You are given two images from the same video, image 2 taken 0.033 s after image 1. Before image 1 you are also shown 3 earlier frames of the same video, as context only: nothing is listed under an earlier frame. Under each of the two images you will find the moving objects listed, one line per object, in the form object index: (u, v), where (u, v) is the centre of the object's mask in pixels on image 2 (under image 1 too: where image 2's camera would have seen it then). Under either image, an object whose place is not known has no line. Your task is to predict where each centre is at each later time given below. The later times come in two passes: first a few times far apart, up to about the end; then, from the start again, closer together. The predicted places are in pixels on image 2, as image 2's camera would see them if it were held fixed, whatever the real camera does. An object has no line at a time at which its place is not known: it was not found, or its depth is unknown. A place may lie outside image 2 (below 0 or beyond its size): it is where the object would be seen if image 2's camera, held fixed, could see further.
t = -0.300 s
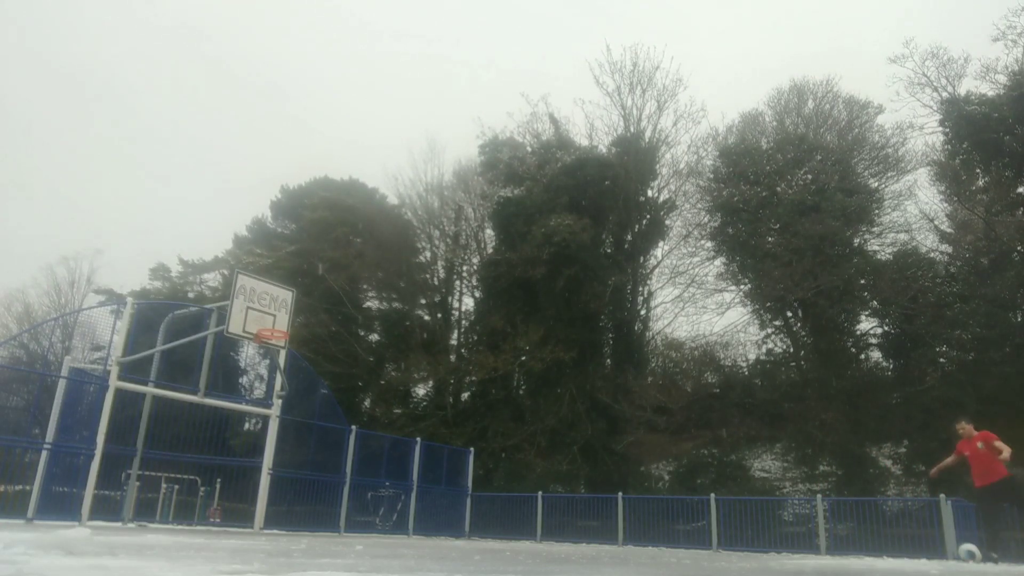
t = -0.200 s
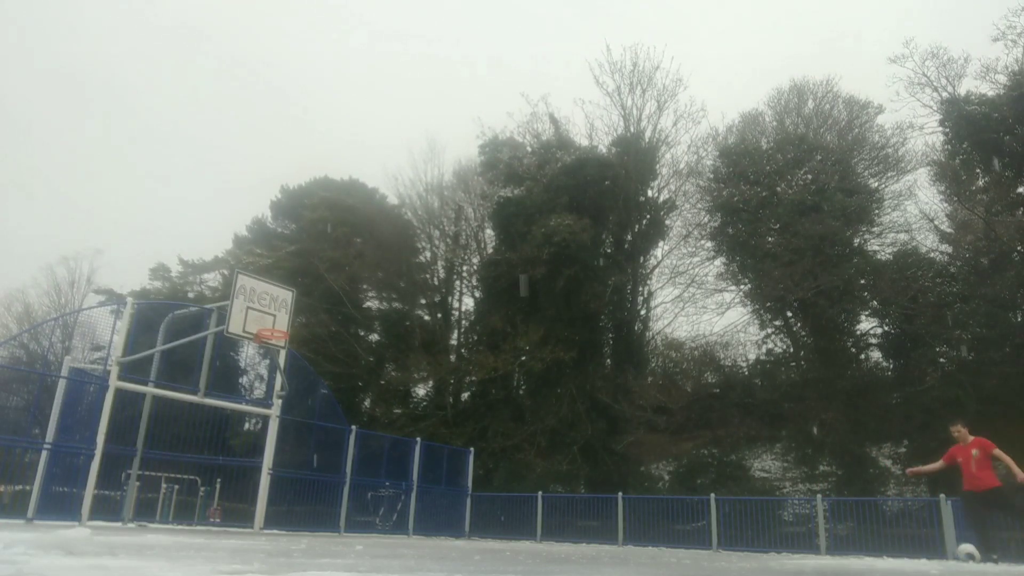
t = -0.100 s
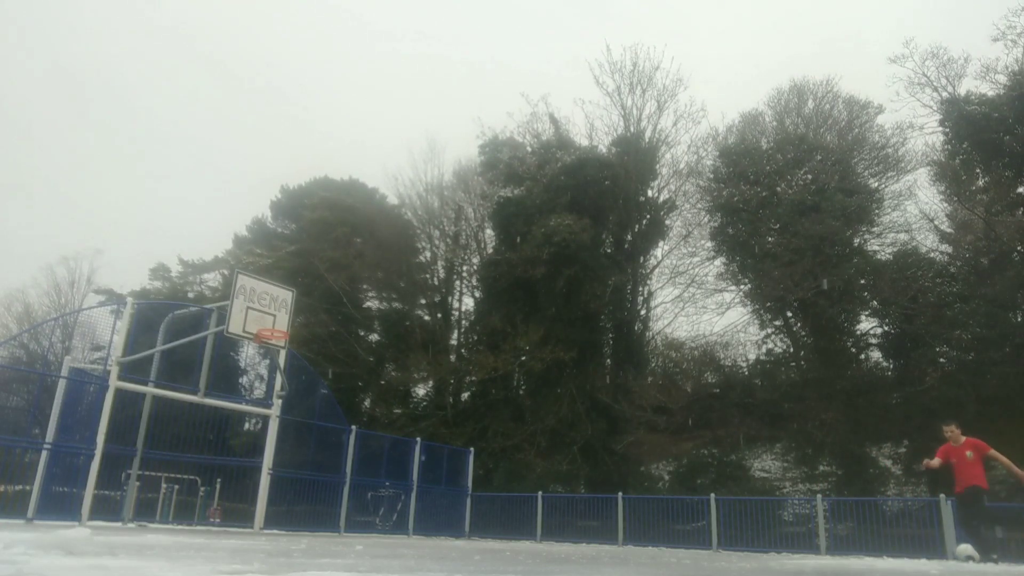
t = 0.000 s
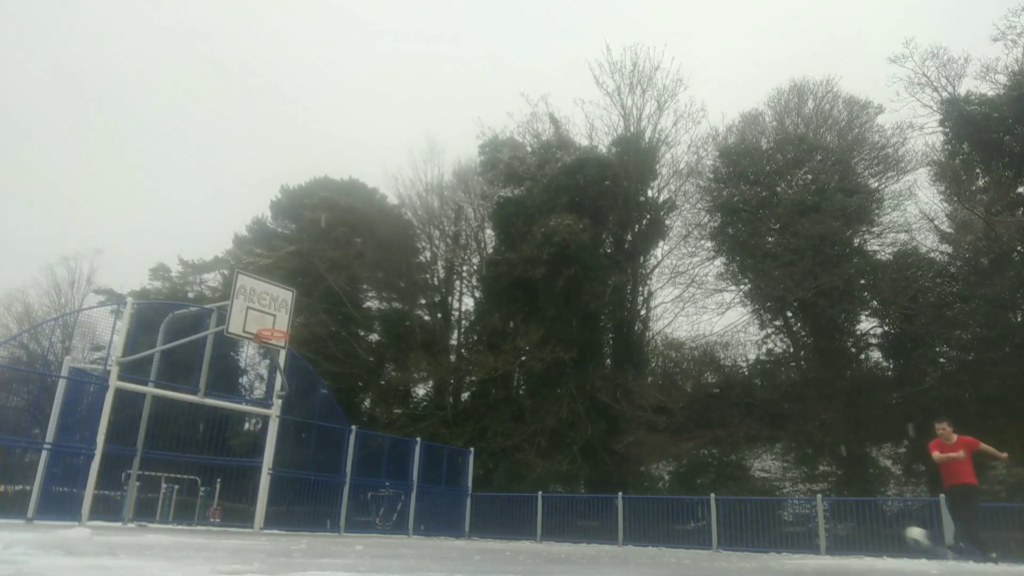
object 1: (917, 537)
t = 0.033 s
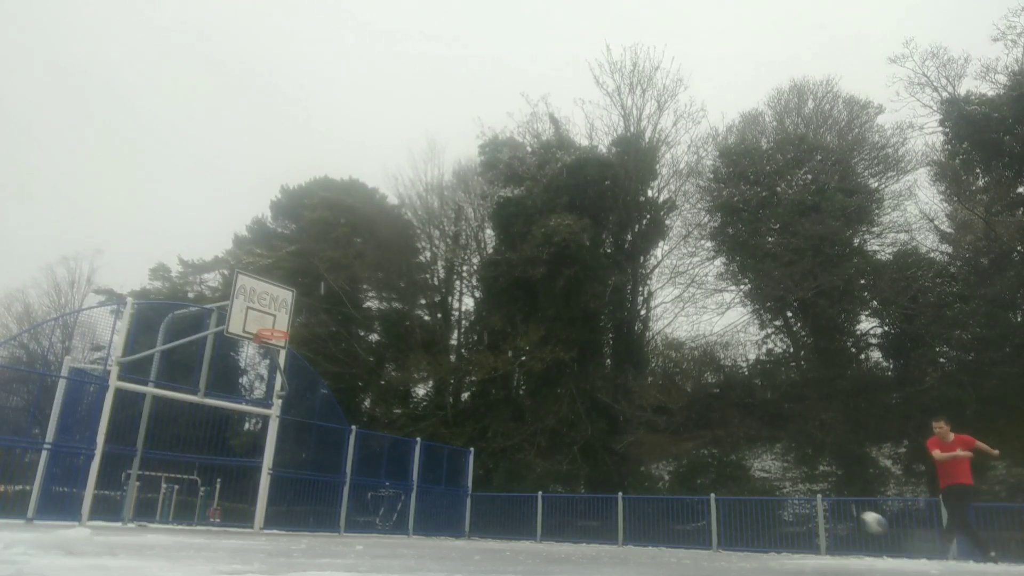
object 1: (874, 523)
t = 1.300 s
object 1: (119, 509)
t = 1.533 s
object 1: (186, 517)
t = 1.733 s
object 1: (246, 525)
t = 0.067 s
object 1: (830, 509)
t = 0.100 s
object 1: (788, 496)
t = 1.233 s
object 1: (101, 502)
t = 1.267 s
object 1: (110, 504)
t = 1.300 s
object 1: (119, 509)
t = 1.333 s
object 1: (127, 513)
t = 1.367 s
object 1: (136, 518)
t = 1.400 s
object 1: (145, 520)
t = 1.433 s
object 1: (155, 518)
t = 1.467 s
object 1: (166, 517)
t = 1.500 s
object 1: (176, 516)
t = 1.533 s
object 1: (186, 517)
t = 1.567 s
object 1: (195, 519)
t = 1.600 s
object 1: (206, 522)
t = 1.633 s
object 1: (216, 524)
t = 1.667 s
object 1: (226, 524)
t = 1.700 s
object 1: (237, 526)
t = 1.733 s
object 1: (246, 525)
